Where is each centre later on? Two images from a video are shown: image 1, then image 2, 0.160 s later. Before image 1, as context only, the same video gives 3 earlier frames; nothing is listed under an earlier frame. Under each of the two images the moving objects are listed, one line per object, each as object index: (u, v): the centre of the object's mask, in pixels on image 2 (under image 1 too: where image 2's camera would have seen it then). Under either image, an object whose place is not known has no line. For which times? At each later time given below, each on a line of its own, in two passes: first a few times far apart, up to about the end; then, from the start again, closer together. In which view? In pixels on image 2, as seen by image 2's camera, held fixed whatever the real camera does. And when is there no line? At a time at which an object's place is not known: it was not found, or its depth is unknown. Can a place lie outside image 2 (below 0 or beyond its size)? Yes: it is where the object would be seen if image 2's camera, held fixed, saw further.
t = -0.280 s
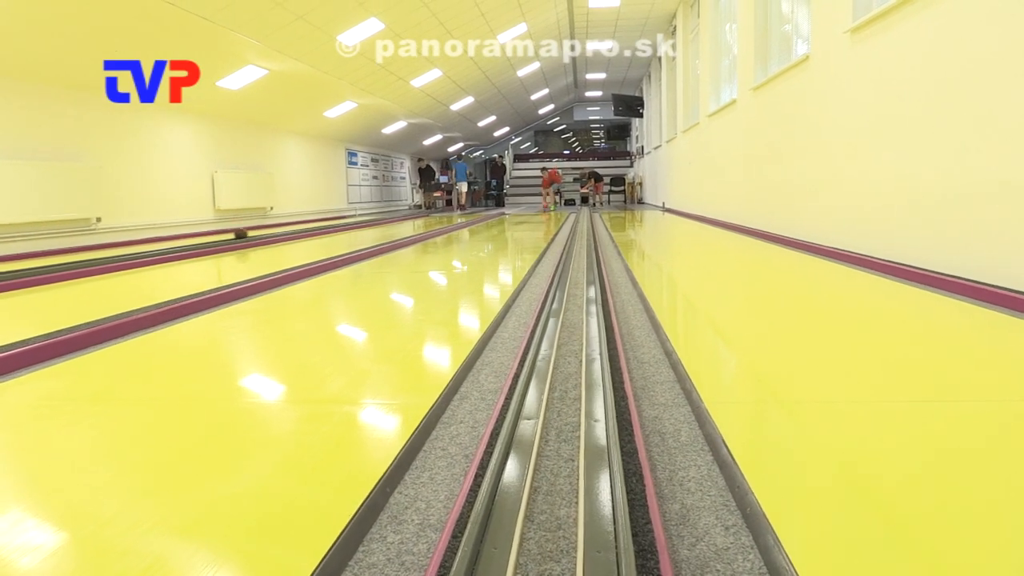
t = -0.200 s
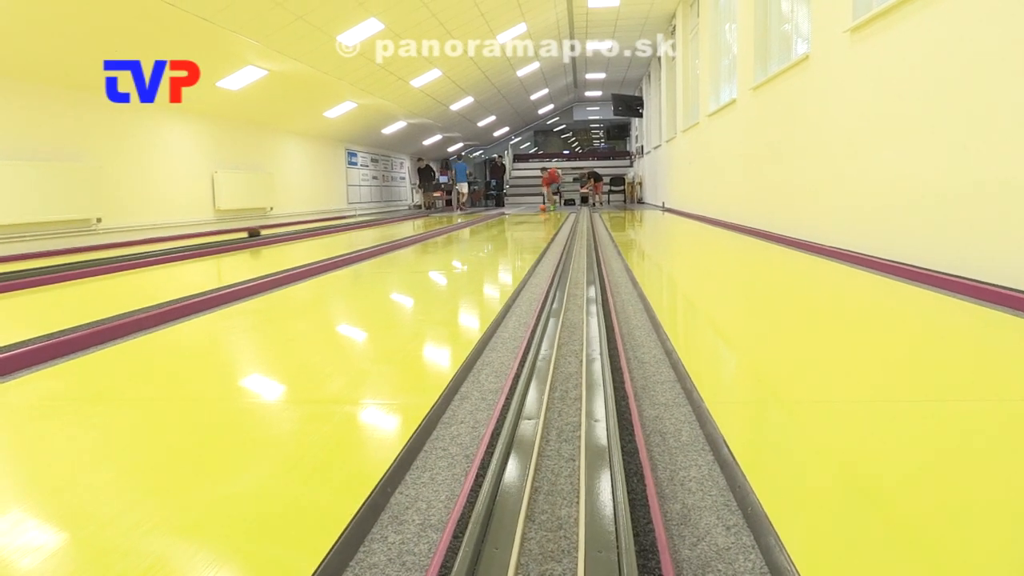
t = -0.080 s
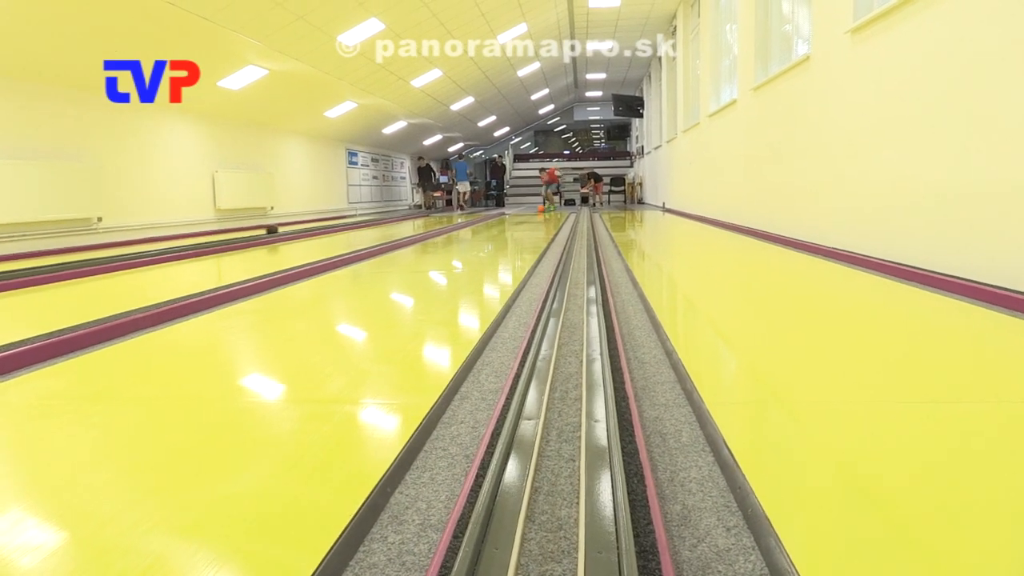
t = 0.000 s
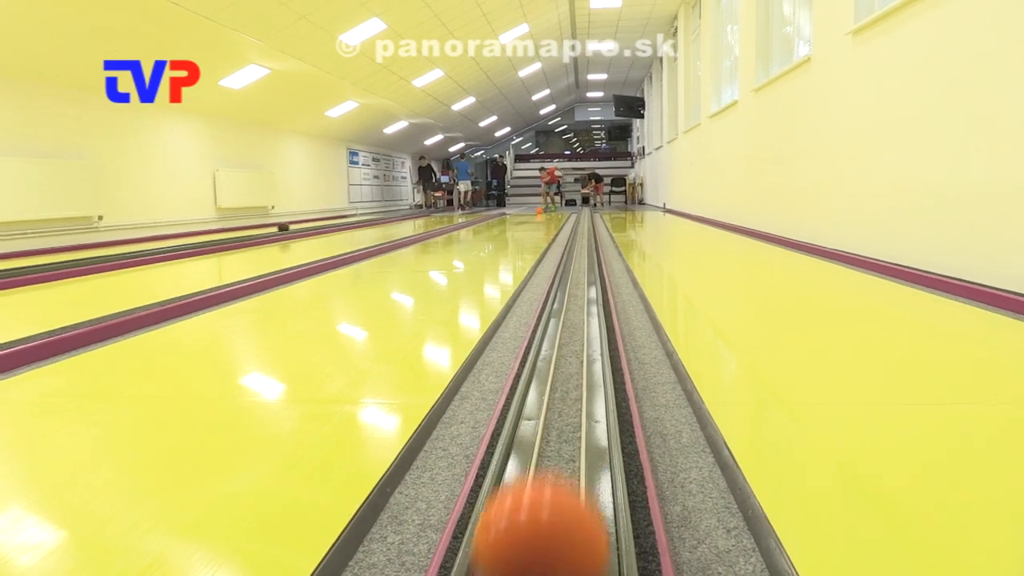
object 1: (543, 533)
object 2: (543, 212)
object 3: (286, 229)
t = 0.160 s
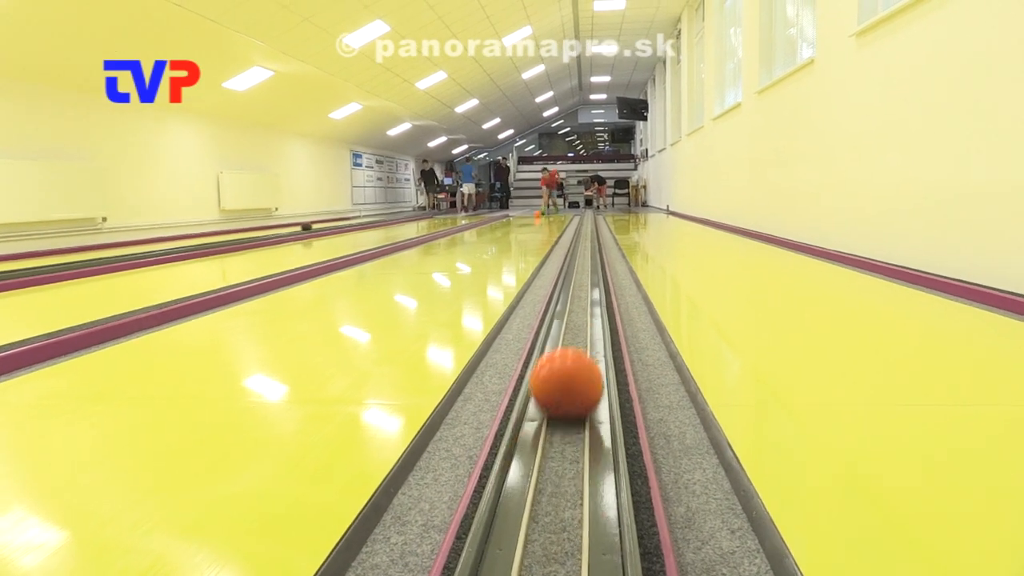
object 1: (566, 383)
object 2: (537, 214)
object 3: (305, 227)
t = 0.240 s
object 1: (571, 348)
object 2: (534, 215)
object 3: (314, 226)
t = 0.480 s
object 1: (577, 291)
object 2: (525, 219)
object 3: (338, 223)
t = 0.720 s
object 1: (581, 264)
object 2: (512, 224)
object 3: (357, 221)
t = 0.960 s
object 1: (583, 250)
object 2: (494, 229)
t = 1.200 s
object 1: (584, 240)
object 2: (469, 237)
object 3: (388, 218)
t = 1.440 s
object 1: (586, 232)
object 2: (432, 246)
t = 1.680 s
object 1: (585, 229)
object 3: (365, 220)
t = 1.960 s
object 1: (586, 225)
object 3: (334, 223)
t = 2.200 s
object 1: (586, 222)
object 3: (301, 228)
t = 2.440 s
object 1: (587, 220)
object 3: (261, 231)
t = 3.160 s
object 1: (587, 215)
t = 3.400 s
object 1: (587, 215)
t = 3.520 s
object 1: (587, 215)
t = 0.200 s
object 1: (569, 364)
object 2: (536, 214)
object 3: (310, 226)
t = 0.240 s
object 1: (571, 348)
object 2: (534, 215)
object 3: (314, 226)
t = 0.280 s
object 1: (572, 334)
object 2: (534, 215)
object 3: (318, 226)
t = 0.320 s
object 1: (573, 323)
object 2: (532, 216)
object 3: (322, 225)
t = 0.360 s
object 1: (575, 314)
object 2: (529, 217)
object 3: (326, 225)
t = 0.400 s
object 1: (576, 305)
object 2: (528, 218)
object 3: (330, 224)
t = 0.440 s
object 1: (577, 297)
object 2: (527, 219)
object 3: (334, 223)
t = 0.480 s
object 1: (577, 291)
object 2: (525, 219)
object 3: (338, 223)
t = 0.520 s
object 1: (578, 285)
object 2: (523, 221)
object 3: (341, 222)
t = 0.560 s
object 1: (579, 280)
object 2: (521, 221)
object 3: (344, 222)
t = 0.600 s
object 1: (579, 275)
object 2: (518, 222)
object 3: (348, 222)
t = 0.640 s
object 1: (580, 271)
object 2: (516, 222)
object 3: (351, 222)
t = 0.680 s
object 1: (580, 268)
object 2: (514, 223)
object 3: (354, 221)
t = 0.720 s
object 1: (581, 264)
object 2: (512, 224)
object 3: (357, 221)
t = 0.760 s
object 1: (581, 262)
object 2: (509, 224)
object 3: (360, 221)
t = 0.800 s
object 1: (582, 259)
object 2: (506, 225)
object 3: (363, 221)
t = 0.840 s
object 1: (582, 256)
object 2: (504, 226)
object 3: (366, 220)
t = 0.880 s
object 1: (582, 254)
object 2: (501, 228)
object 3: (368, 220)
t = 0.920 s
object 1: (583, 252)
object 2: (498, 228)
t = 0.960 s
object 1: (583, 250)
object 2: (494, 229)
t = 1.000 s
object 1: (583, 247)
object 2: (491, 231)
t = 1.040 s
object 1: (584, 246)
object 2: (487, 232)
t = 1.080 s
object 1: (583, 244)
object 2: (483, 233)
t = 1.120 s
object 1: (584, 242)
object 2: (479, 234)
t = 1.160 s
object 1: (584, 241)
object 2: (474, 235)
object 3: (386, 218)
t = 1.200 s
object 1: (584, 240)
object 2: (469, 237)
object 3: (388, 218)
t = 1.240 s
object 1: (585, 238)
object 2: (464, 238)
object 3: (391, 218)
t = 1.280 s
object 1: (585, 237)
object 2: (459, 240)
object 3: (394, 217)
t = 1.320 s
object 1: (585, 236)
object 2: (452, 241)
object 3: (395, 216)
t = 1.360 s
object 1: (585, 235)
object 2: (446, 243)
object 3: (395, 217)
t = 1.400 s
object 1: (586, 234)
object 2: (439, 245)
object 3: (389, 217)
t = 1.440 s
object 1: (586, 232)
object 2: (432, 246)
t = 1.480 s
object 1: (586, 232)
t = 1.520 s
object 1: (586, 231)
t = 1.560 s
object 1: (585, 230)
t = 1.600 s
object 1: (585, 230)
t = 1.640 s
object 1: (585, 229)
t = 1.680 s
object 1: (585, 229)
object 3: (365, 220)
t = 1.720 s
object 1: (585, 228)
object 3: (361, 220)
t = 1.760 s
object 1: (585, 228)
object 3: (357, 221)
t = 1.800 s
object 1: (586, 227)
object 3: (353, 221)
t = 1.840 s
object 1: (586, 226)
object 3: (348, 221)
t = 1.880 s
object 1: (586, 226)
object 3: (344, 223)
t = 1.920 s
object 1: (586, 225)
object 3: (339, 222)
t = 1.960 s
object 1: (586, 225)
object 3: (334, 223)
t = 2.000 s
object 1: (586, 221)
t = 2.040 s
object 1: (586, 223)
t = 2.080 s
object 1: (586, 224)
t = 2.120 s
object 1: (586, 223)
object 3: (314, 227)
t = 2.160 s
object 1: (586, 223)
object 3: (308, 228)
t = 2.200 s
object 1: (586, 222)
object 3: (301, 228)
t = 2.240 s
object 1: (586, 222)
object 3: (295, 228)
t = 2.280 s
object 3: (289, 229)
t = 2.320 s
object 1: (586, 221)
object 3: (283, 229)
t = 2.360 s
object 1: (586, 221)
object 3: (276, 229)
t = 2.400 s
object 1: (587, 220)
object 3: (269, 230)
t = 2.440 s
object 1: (587, 220)
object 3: (261, 231)
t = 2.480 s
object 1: (587, 218)
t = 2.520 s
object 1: (587, 217)
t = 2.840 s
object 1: (587, 217)
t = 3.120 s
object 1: (587, 216)
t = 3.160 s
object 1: (587, 215)
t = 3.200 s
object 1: (587, 216)
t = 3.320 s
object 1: (587, 214)
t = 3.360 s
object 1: (587, 216)
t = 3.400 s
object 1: (587, 215)
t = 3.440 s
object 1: (587, 214)
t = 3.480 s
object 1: (587, 214)
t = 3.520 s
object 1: (587, 215)
